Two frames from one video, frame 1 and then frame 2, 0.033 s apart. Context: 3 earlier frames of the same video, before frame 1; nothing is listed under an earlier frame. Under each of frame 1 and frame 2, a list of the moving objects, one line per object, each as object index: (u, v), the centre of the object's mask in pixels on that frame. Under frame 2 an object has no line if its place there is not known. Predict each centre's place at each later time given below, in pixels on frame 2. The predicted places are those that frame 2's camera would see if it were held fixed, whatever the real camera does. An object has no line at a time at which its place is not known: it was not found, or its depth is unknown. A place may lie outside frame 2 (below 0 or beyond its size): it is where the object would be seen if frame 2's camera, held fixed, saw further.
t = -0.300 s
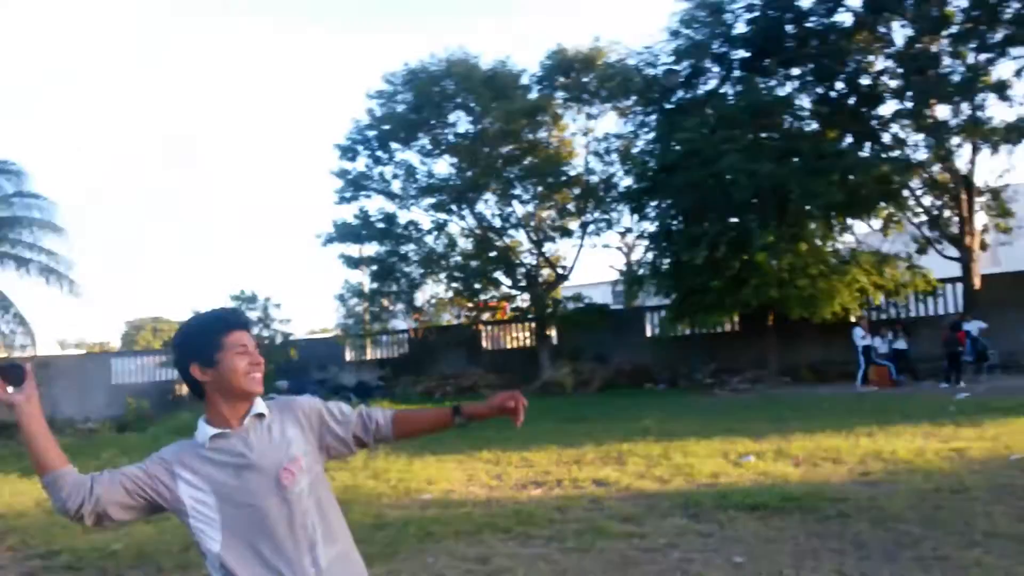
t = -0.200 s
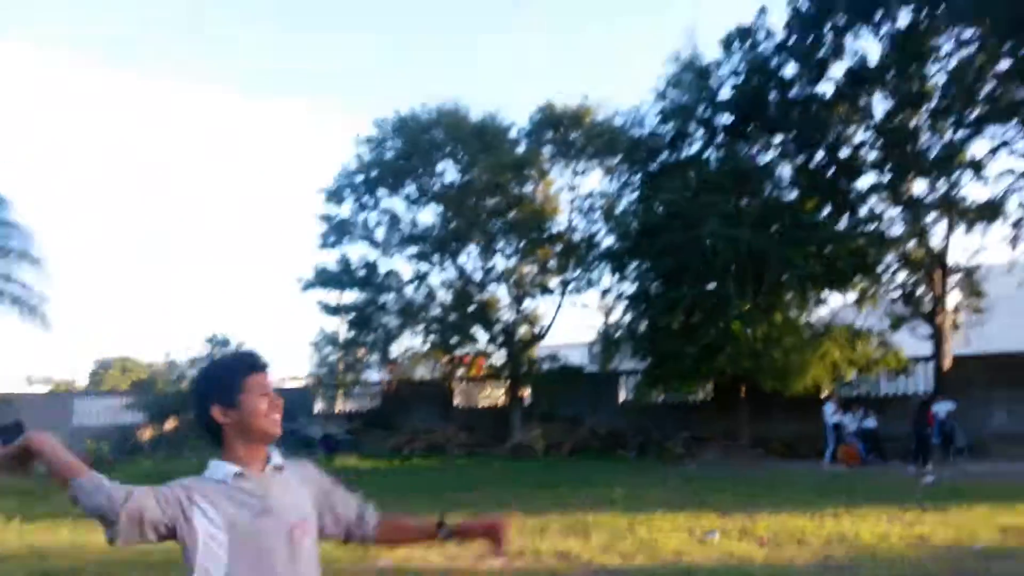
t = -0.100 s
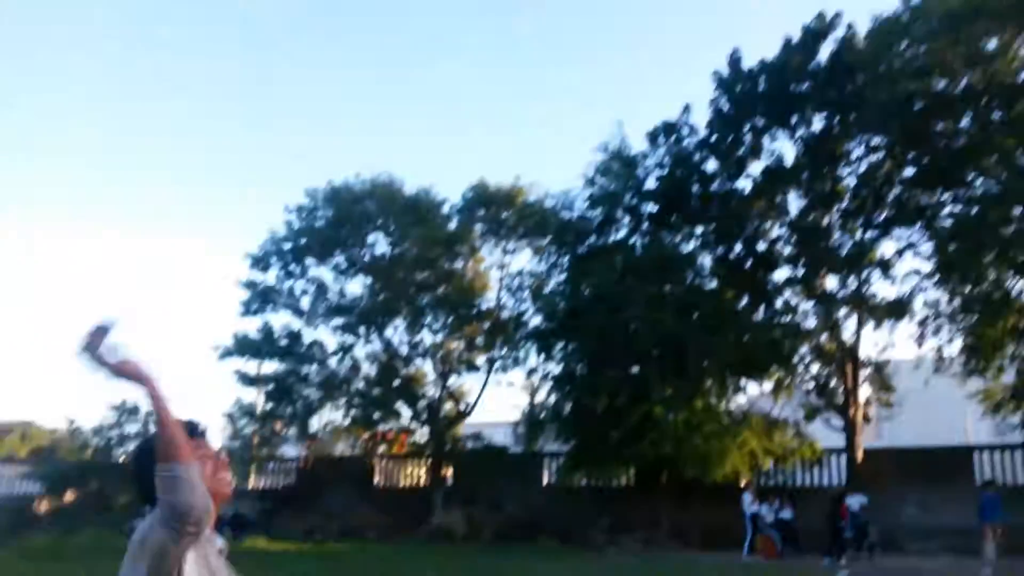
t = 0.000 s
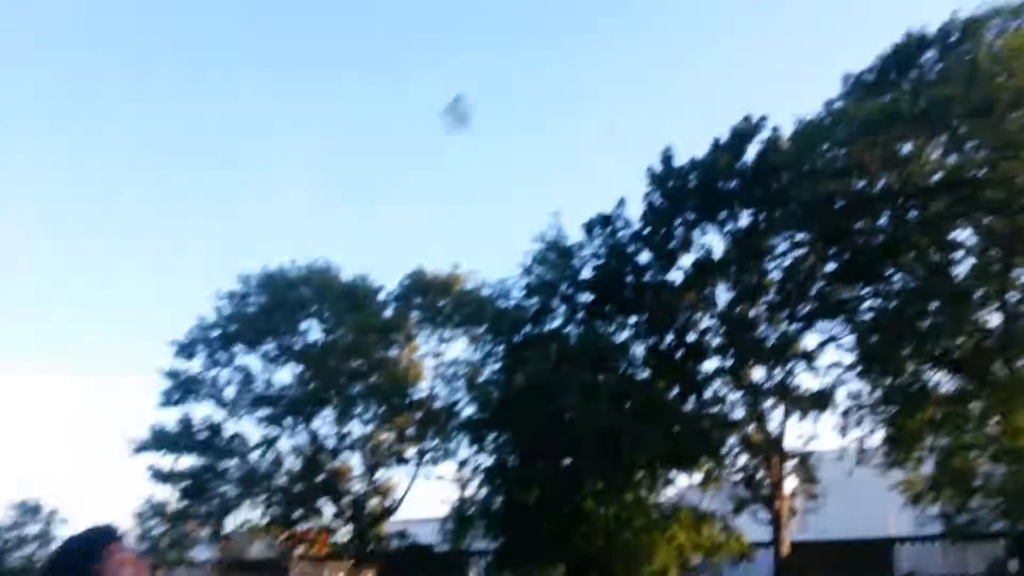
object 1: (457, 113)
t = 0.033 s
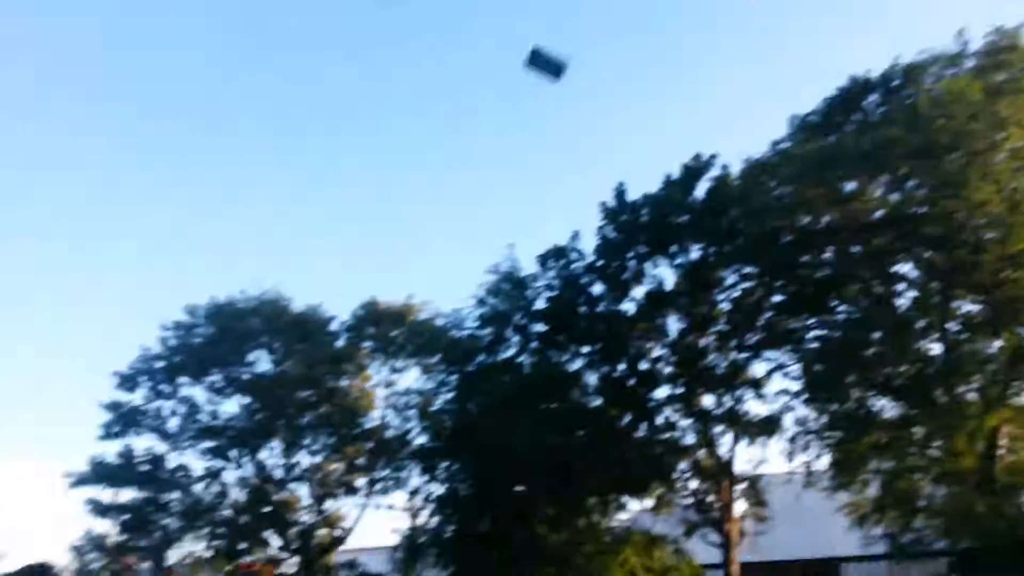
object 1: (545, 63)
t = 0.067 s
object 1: (662, -10)
